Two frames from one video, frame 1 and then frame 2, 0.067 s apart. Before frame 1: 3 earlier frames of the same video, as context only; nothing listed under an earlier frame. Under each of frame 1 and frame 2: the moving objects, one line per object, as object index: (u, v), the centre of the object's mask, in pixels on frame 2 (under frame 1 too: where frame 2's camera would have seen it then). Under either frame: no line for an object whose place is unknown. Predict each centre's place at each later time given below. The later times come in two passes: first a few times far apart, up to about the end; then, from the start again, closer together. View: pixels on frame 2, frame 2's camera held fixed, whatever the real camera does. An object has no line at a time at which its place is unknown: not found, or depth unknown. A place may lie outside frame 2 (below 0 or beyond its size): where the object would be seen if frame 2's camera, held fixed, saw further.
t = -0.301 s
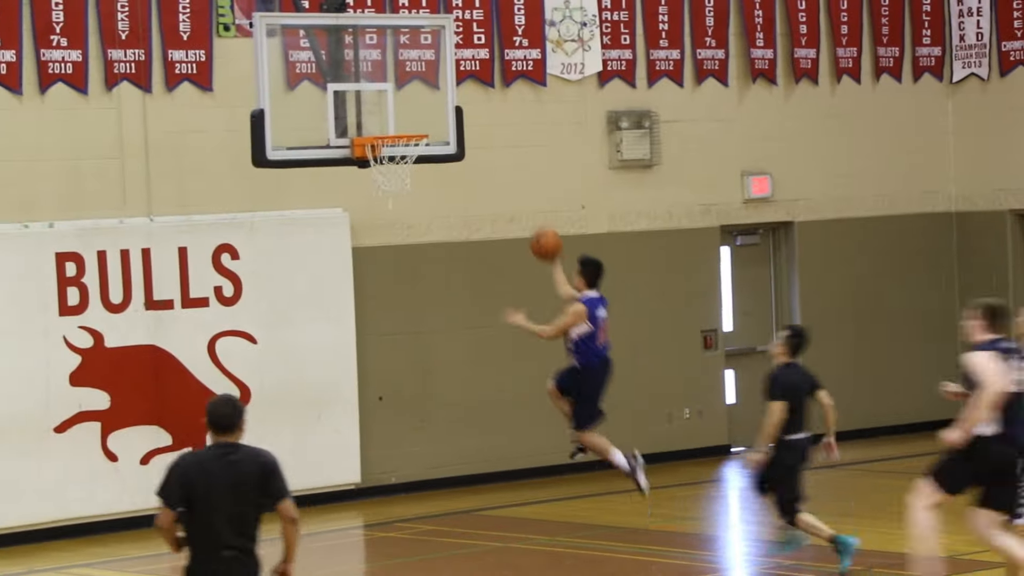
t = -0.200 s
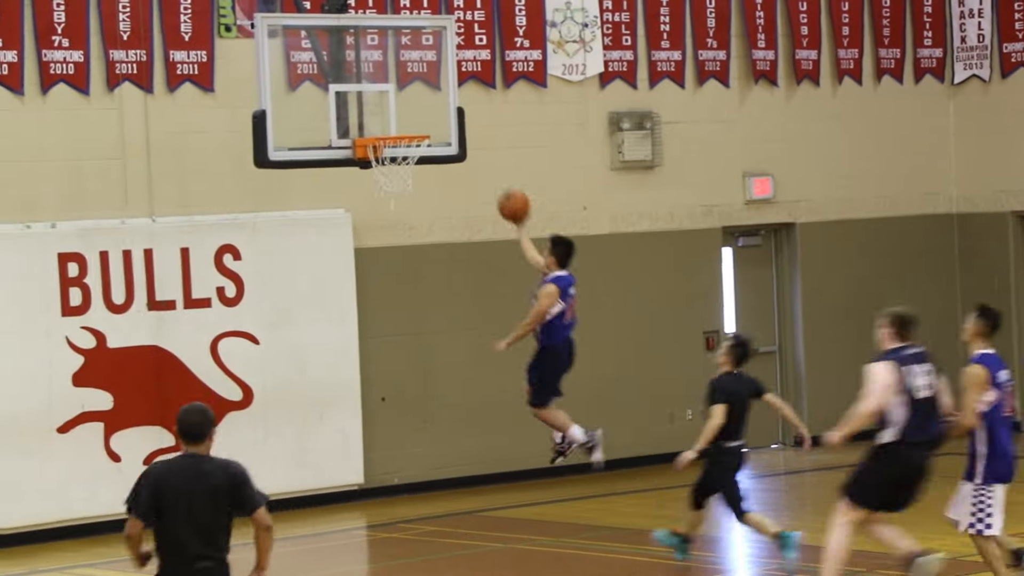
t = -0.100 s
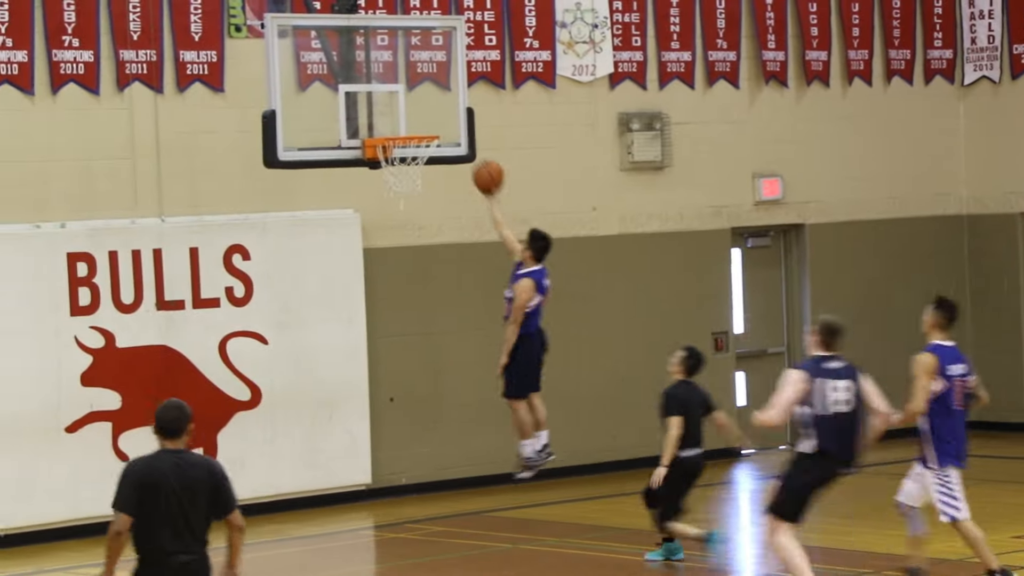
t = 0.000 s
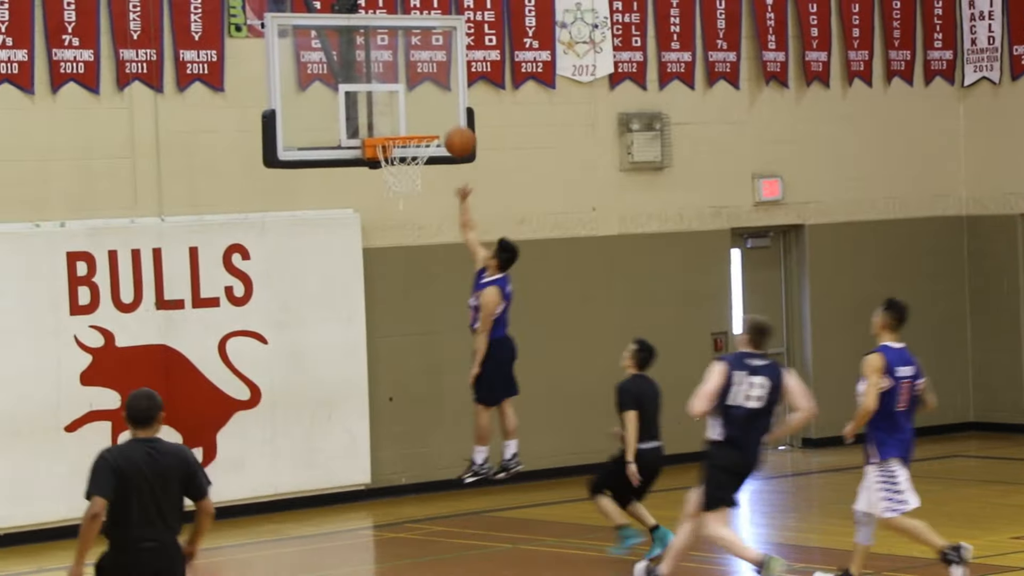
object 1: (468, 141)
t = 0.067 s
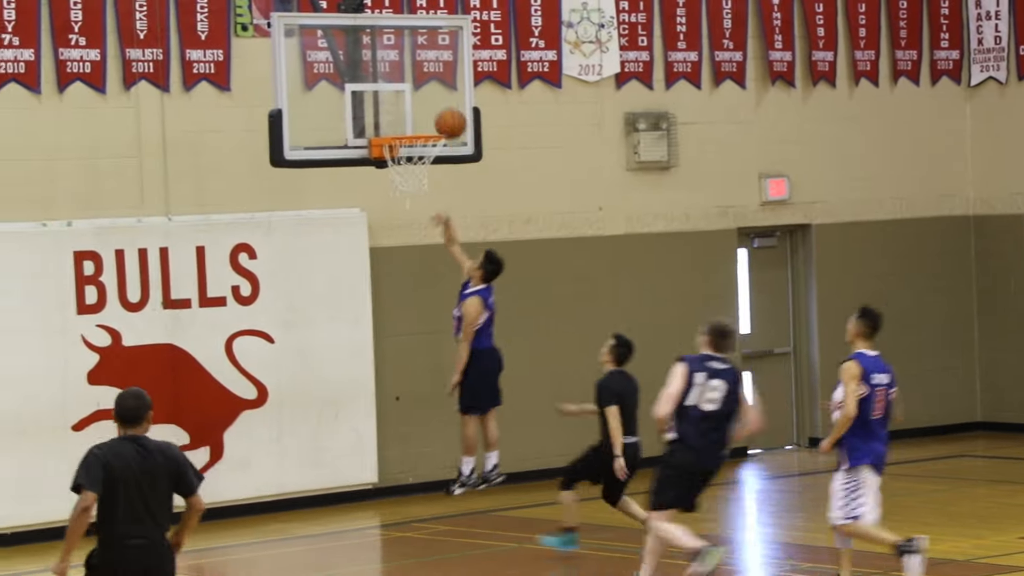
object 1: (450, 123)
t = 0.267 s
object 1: (418, 99)
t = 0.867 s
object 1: (425, 247)
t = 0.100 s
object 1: (443, 117)
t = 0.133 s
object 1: (436, 111)
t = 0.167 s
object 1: (428, 108)
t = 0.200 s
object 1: (420, 105)
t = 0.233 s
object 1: (417, 102)
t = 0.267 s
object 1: (418, 99)
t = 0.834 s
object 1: (425, 230)
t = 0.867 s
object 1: (425, 247)
